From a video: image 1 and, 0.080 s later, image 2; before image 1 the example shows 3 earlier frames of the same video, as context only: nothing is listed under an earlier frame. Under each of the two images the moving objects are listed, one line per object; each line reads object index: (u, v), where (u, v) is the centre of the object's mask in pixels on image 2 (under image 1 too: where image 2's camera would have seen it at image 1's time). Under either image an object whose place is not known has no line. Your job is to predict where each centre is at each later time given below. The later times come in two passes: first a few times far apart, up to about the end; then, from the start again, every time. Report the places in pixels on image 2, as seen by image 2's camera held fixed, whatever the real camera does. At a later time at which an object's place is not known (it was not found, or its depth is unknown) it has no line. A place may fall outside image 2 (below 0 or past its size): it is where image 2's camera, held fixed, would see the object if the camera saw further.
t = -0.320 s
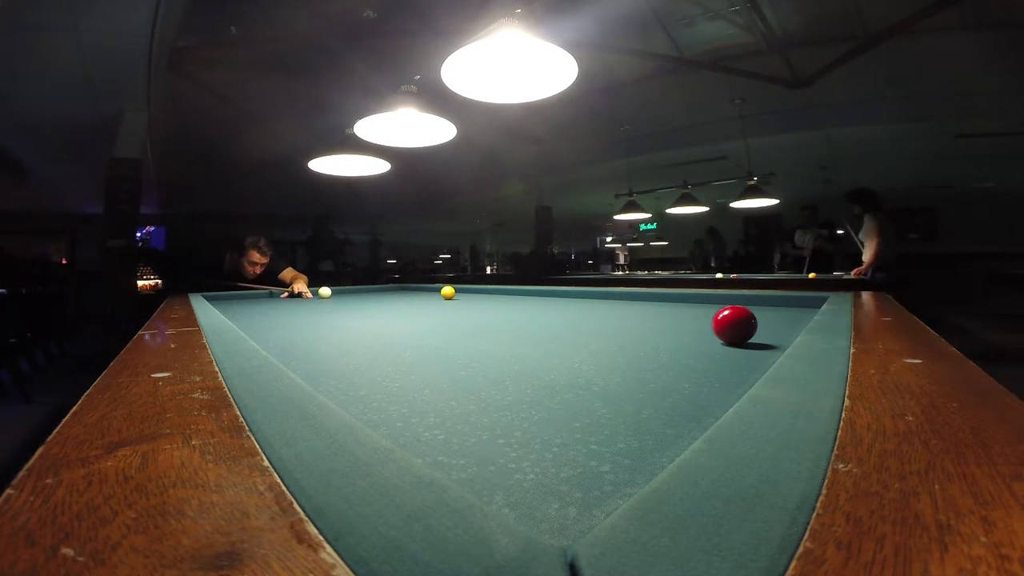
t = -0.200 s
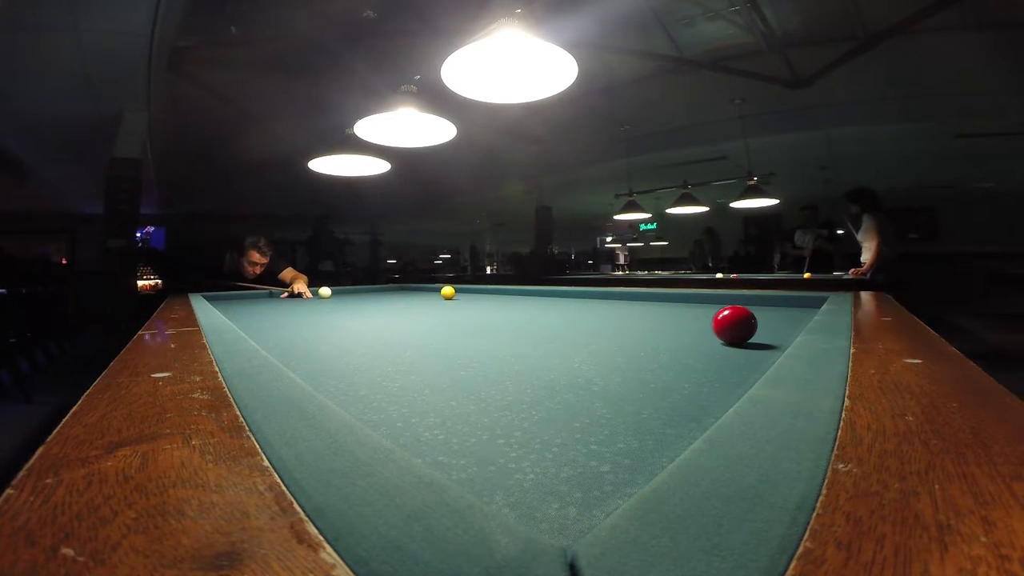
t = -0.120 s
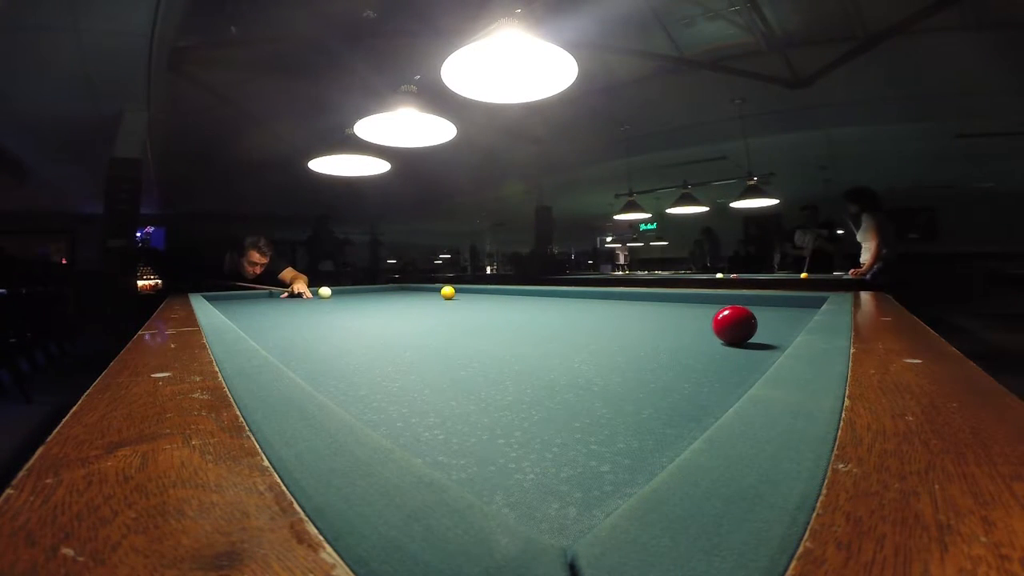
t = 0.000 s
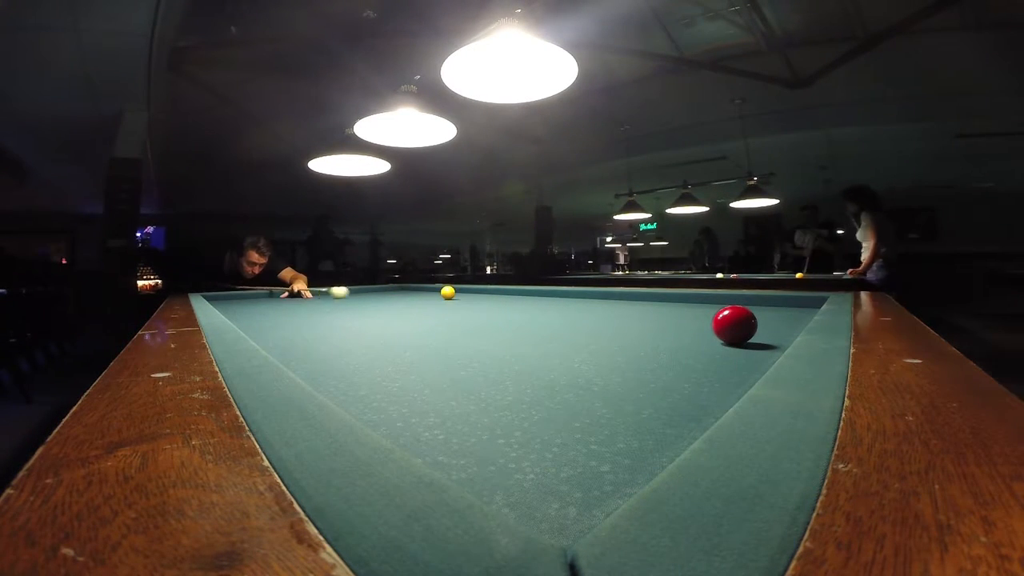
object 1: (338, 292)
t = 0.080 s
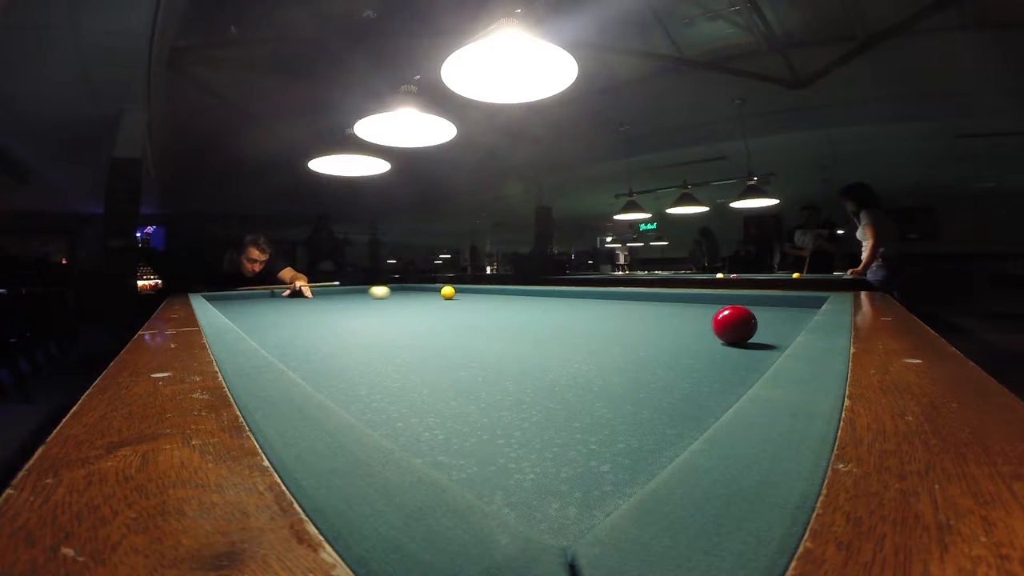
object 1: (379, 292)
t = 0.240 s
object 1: (434, 294)
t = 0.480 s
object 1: (442, 296)
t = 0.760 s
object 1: (456, 300)
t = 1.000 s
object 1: (472, 304)
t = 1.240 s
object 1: (495, 310)
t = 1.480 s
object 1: (526, 318)
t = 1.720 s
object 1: (576, 330)
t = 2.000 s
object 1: (686, 355)
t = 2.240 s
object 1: (649, 367)
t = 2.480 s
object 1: (534, 366)
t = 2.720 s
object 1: (434, 363)
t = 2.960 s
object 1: (346, 358)
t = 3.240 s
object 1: (303, 350)
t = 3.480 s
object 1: (309, 341)
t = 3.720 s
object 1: (314, 335)
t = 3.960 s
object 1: (317, 329)
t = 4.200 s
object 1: (320, 325)
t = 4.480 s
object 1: (322, 321)
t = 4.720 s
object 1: (324, 318)
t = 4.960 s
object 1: (325, 316)
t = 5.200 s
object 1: (327, 314)
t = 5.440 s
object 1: (327, 312)
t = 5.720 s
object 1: (328, 310)
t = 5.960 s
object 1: (329, 309)
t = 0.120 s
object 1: (400, 292)
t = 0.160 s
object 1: (423, 292)
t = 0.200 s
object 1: (434, 293)
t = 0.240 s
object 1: (434, 294)
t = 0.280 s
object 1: (434, 294)
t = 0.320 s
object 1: (435, 295)
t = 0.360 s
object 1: (437, 295)
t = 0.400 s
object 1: (439, 295)
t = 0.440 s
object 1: (440, 296)
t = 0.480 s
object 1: (442, 296)
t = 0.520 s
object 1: (444, 297)
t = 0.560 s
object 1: (446, 297)
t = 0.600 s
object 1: (448, 298)
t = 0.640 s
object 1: (450, 298)
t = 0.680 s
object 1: (452, 299)
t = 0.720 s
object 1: (454, 299)
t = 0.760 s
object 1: (456, 300)
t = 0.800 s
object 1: (459, 300)
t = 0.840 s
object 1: (461, 301)
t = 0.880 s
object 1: (464, 302)
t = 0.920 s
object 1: (467, 303)
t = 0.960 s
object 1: (470, 303)
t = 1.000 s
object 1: (472, 304)
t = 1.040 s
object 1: (476, 305)
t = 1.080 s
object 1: (479, 306)
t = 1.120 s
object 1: (483, 307)
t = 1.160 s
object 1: (486, 308)
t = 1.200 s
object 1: (490, 309)
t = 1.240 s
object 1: (495, 310)
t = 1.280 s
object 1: (499, 311)
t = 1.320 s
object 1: (504, 312)
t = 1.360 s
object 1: (509, 314)
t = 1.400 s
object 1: (514, 315)
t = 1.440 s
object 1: (520, 317)
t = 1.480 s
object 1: (526, 318)
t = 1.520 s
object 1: (533, 320)
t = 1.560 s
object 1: (540, 322)
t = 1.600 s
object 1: (548, 324)
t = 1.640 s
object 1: (557, 326)
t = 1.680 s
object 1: (566, 328)
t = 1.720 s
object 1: (576, 330)
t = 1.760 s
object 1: (588, 333)
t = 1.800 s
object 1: (600, 336)
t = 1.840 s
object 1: (614, 339)
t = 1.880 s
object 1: (629, 342)
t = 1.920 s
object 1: (646, 346)
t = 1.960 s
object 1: (665, 351)
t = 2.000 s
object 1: (686, 355)
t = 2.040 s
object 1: (711, 361)
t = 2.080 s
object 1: (732, 365)
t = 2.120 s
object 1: (711, 367)
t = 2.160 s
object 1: (689, 366)
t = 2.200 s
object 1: (669, 367)
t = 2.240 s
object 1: (649, 367)
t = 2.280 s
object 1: (628, 367)
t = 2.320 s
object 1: (609, 367)
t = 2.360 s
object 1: (589, 367)
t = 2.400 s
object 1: (571, 367)
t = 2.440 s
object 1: (552, 366)
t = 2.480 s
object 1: (534, 366)
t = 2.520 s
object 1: (516, 366)
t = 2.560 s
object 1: (499, 365)
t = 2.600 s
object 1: (482, 365)
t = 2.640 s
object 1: (466, 364)
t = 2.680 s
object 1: (449, 363)
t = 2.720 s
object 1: (434, 363)
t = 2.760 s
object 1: (418, 362)
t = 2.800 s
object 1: (402, 362)
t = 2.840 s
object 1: (388, 361)
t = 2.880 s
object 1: (373, 360)
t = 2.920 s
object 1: (359, 359)
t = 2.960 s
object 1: (346, 358)
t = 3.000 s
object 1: (332, 358)
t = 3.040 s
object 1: (319, 357)
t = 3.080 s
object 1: (309, 355)
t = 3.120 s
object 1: (301, 353)
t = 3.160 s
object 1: (302, 352)
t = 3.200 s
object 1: (302, 351)
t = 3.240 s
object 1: (303, 350)
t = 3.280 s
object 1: (304, 348)
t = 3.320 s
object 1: (305, 347)
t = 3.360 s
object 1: (306, 345)
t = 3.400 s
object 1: (307, 344)
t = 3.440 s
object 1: (308, 342)
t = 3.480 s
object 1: (309, 341)
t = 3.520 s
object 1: (310, 340)
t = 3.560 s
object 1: (311, 339)
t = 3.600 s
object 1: (312, 338)
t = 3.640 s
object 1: (312, 336)
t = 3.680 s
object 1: (313, 336)
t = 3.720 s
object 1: (314, 335)
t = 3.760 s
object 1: (314, 334)
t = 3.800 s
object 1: (315, 333)
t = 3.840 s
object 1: (316, 332)
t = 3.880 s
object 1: (316, 331)
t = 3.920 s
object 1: (317, 330)
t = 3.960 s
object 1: (317, 329)
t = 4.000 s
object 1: (318, 329)
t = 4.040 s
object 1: (318, 328)
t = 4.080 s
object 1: (319, 327)
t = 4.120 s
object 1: (319, 326)
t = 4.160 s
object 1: (320, 326)
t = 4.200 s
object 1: (320, 325)
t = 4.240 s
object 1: (320, 324)
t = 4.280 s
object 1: (321, 324)
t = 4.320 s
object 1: (321, 323)
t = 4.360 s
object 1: (321, 323)
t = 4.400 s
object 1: (322, 322)
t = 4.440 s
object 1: (322, 321)
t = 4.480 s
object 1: (322, 321)
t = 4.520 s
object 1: (323, 320)
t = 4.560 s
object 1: (323, 320)
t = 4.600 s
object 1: (323, 320)
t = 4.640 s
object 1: (324, 319)
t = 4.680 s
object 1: (324, 319)
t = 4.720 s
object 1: (324, 318)
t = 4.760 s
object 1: (324, 318)
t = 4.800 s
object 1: (325, 318)
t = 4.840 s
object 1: (325, 317)
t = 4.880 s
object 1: (325, 317)
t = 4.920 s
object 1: (325, 316)
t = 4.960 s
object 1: (325, 316)
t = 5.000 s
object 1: (326, 315)
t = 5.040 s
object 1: (326, 315)
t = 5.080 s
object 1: (326, 315)
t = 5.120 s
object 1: (326, 314)
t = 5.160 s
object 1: (326, 314)
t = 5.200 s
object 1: (327, 314)
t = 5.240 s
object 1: (327, 314)
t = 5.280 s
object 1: (327, 313)
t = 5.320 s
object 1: (327, 313)
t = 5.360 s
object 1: (327, 313)
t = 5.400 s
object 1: (327, 313)
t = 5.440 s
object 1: (327, 312)
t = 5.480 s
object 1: (327, 312)
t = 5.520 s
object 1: (328, 312)
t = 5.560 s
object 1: (328, 311)
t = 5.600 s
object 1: (328, 311)
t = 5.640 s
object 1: (328, 311)
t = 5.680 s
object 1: (328, 311)
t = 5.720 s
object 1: (328, 310)
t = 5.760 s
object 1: (328, 310)
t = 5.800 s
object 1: (328, 310)
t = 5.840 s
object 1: (329, 310)
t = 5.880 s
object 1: (329, 309)
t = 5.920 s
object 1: (329, 309)
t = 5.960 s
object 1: (329, 309)
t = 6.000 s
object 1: (329, 309)
